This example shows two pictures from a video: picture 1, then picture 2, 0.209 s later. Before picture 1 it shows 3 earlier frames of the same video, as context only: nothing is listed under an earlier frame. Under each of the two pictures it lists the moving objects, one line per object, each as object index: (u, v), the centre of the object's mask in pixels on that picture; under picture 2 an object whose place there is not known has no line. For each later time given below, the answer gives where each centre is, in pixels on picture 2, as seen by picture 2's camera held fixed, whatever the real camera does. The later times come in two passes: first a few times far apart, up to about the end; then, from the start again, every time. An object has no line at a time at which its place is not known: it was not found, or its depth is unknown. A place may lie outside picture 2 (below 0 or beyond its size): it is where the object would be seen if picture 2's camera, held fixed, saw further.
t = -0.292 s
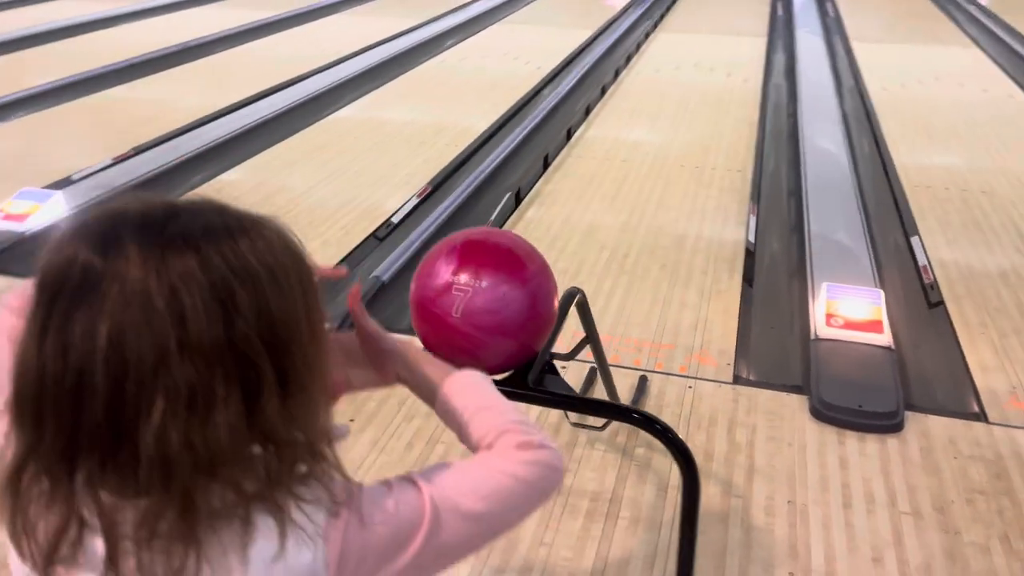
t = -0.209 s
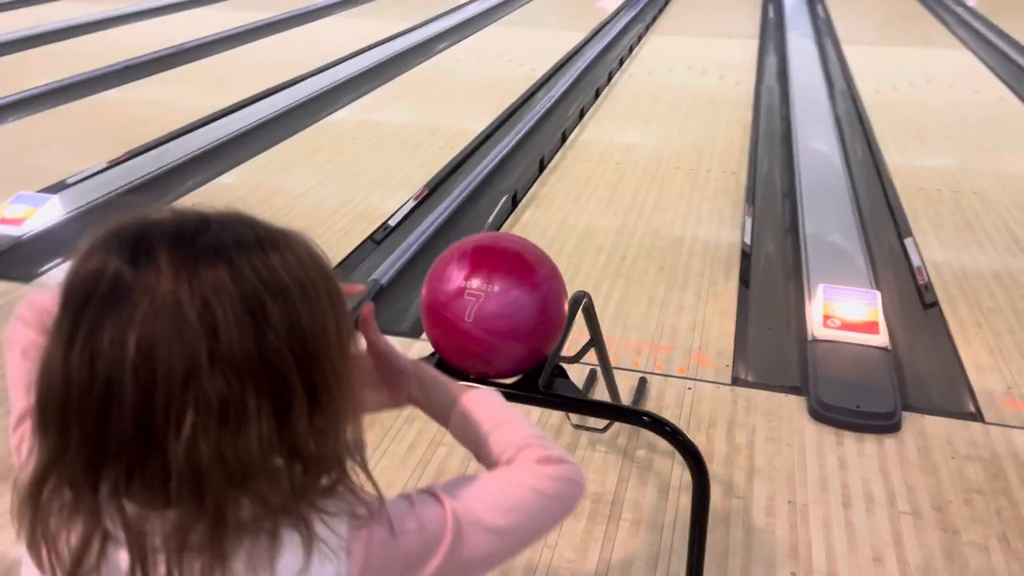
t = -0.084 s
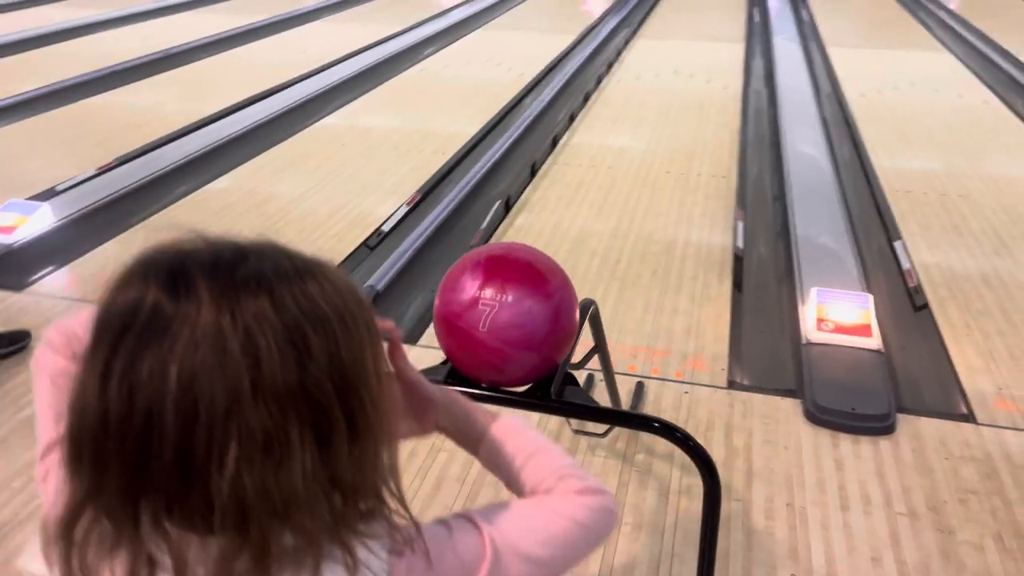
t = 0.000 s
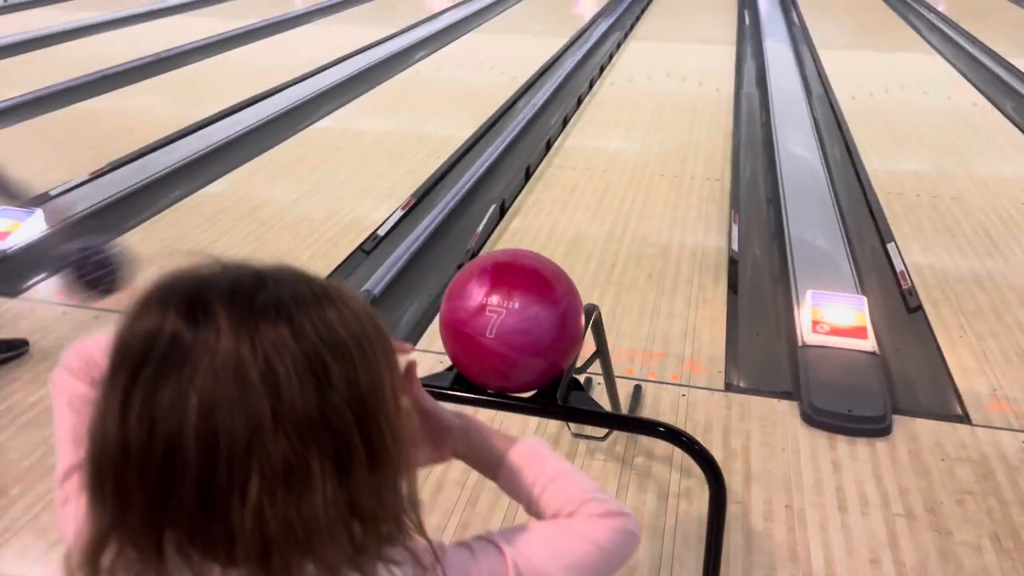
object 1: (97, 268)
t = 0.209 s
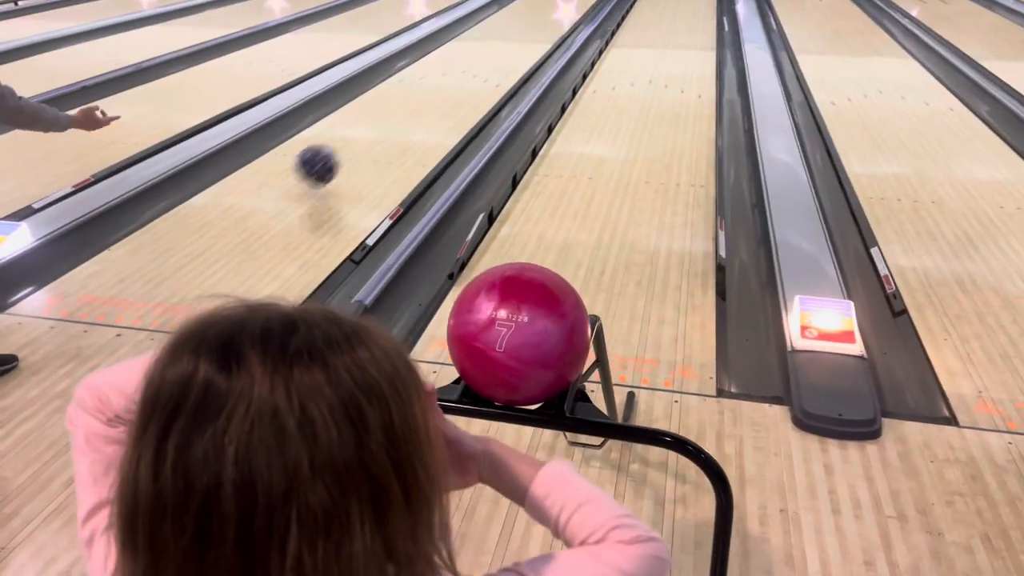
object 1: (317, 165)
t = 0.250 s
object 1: (344, 146)
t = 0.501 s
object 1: (453, 80)
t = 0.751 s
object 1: (516, 39)
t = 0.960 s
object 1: (550, 18)
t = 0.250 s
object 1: (344, 146)
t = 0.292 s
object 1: (368, 132)
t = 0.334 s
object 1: (389, 123)
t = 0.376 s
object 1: (408, 111)
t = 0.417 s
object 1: (425, 100)
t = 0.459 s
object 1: (440, 90)
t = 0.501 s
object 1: (453, 80)
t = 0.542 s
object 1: (466, 72)
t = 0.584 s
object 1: (478, 64)
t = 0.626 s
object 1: (488, 57)
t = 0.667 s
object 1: (498, 50)
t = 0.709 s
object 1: (507, 44)
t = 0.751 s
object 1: (516, 39)
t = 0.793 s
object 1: (523, 34)
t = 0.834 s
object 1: (531, 29)
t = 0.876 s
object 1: (538, 25)
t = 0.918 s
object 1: (544, 21)
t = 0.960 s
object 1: (550, 18)
